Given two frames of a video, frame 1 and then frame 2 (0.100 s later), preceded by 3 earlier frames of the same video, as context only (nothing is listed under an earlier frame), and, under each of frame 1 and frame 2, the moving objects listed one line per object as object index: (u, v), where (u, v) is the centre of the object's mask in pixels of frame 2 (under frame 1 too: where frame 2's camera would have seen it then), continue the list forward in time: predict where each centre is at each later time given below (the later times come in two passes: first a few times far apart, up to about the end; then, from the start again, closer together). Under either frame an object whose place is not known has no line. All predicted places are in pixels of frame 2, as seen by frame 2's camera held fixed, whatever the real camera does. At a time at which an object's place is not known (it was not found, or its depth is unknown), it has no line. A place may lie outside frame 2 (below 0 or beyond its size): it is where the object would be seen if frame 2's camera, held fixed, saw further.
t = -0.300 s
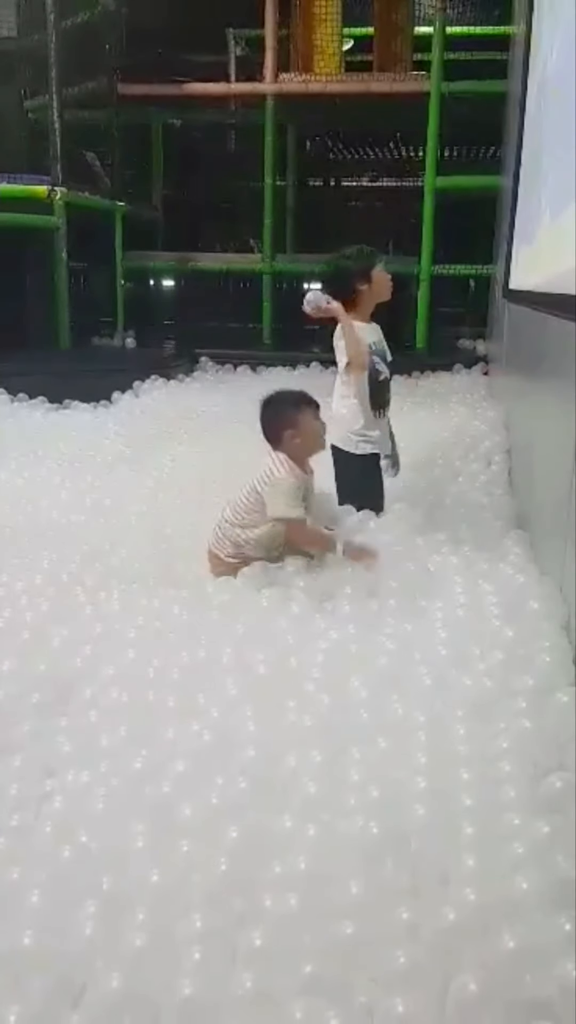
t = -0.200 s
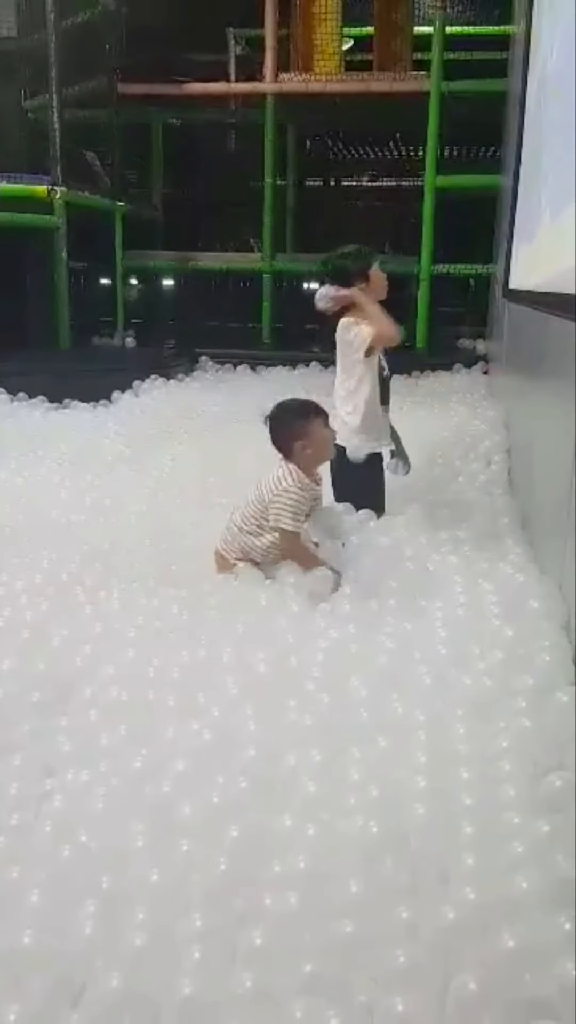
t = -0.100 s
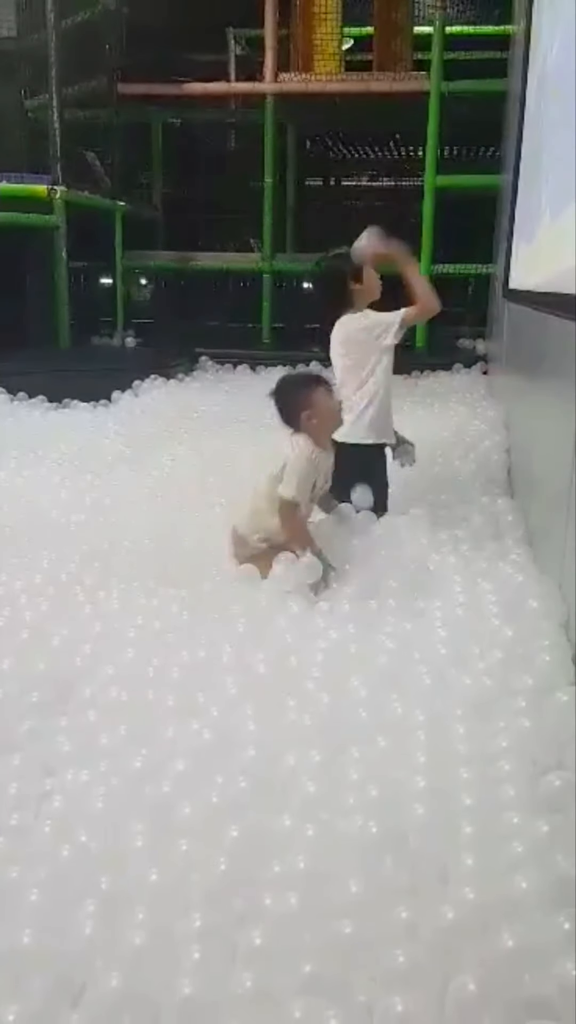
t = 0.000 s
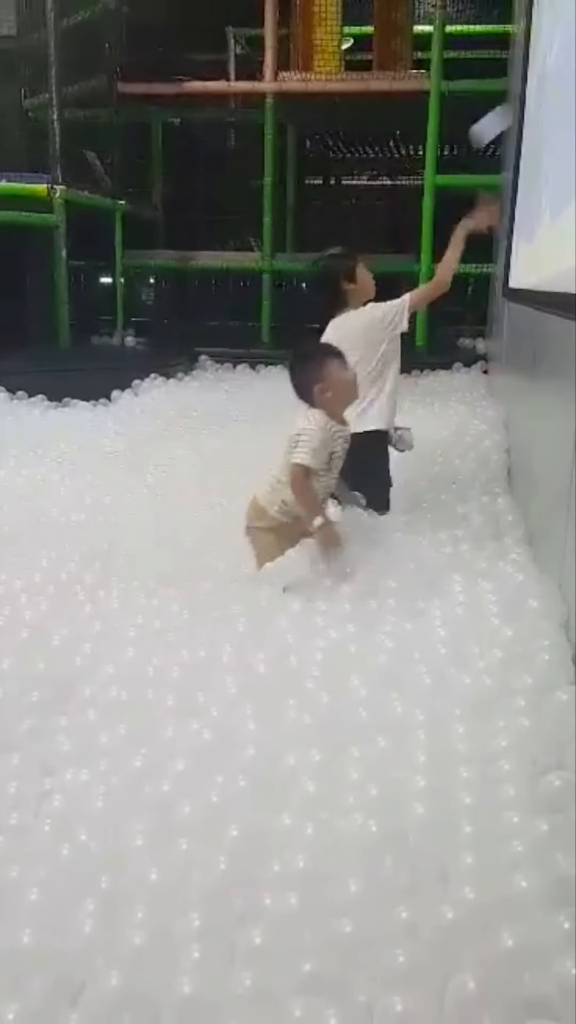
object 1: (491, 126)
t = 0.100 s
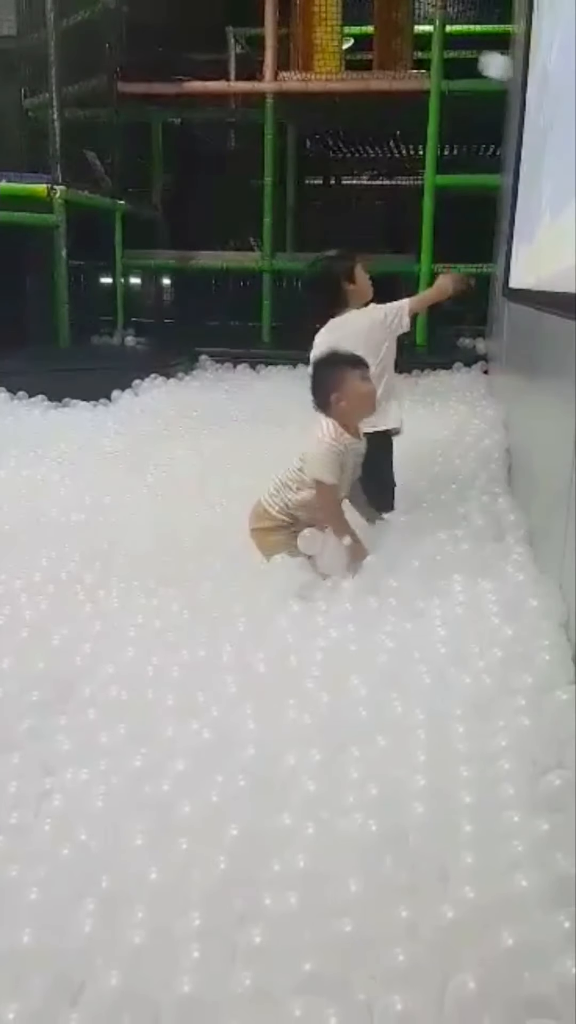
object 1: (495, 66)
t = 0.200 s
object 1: (417, 60)
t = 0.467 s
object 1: (248, 170)
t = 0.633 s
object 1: (170, 301)
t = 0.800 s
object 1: (116, 396)
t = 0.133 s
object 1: (468, 60)
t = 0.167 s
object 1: (443, 58)
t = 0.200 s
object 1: (417, 60)
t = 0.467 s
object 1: (248, 170)
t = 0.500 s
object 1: (231, 194)
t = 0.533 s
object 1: (214, 219)
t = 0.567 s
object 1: (199, 245)
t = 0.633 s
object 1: (170, 301)
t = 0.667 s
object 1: (156, 328)
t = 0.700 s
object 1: (143, 358)
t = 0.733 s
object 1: (133, 377)
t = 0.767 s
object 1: (119, 395)
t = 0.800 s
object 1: (116, 396)
